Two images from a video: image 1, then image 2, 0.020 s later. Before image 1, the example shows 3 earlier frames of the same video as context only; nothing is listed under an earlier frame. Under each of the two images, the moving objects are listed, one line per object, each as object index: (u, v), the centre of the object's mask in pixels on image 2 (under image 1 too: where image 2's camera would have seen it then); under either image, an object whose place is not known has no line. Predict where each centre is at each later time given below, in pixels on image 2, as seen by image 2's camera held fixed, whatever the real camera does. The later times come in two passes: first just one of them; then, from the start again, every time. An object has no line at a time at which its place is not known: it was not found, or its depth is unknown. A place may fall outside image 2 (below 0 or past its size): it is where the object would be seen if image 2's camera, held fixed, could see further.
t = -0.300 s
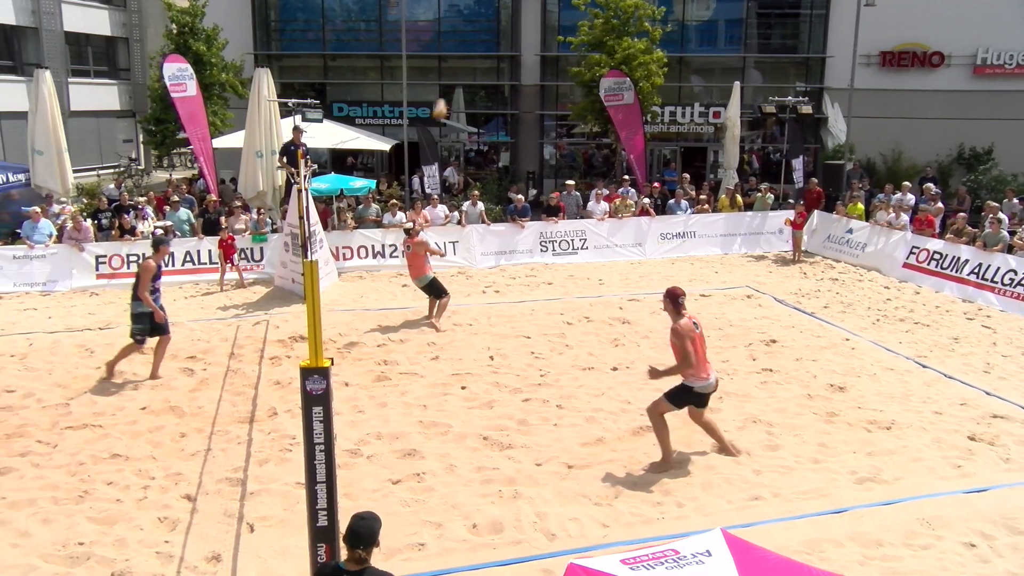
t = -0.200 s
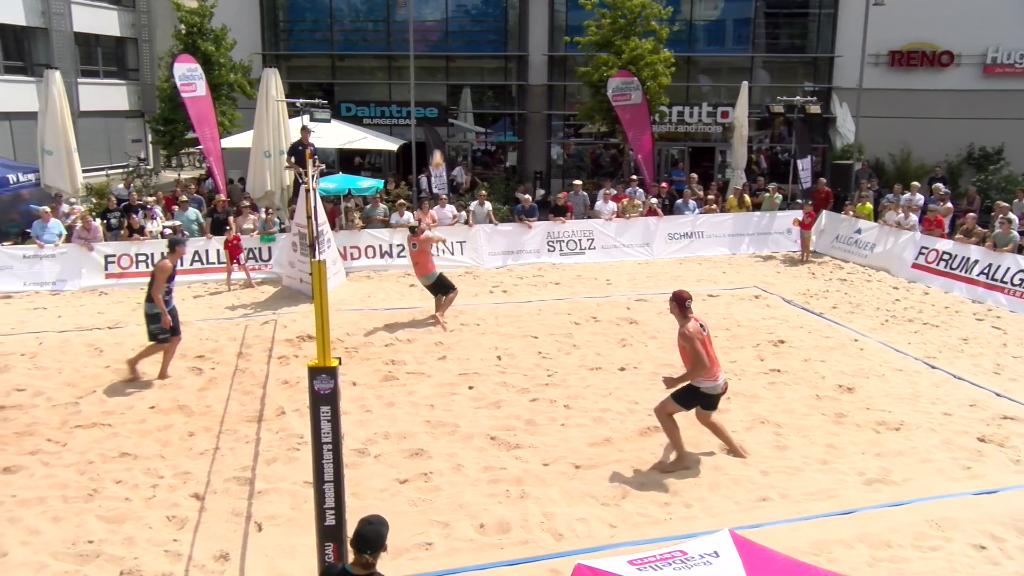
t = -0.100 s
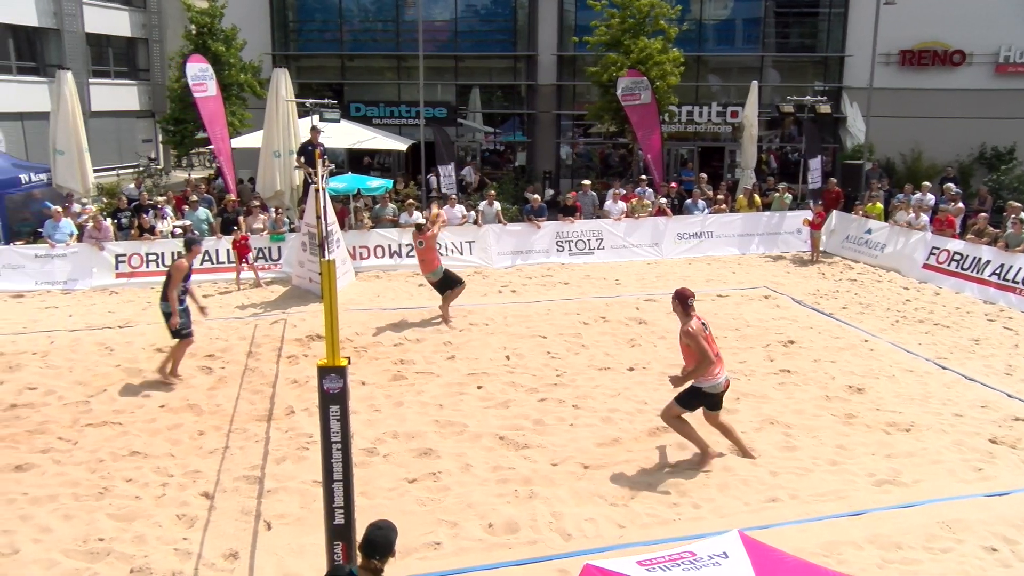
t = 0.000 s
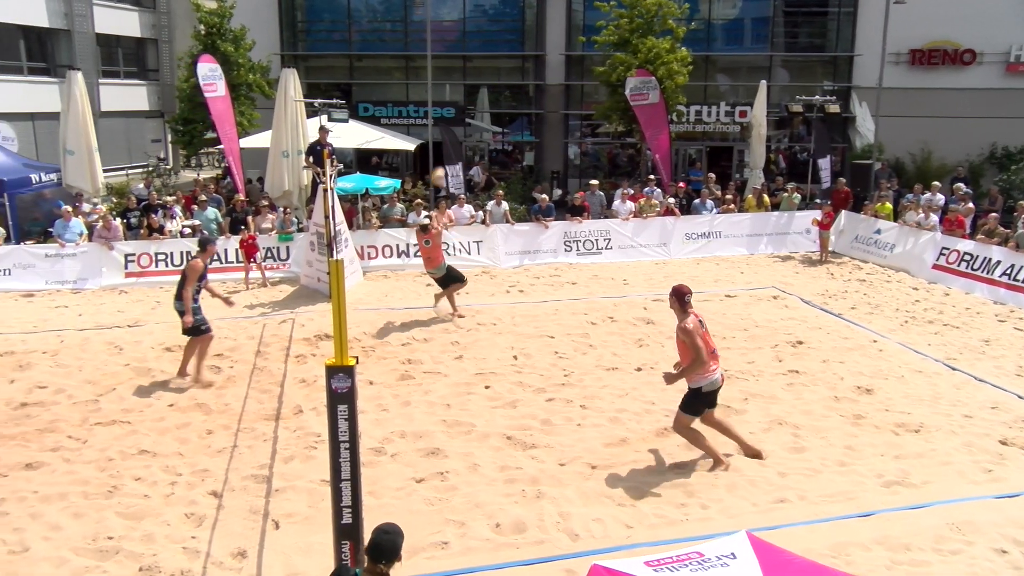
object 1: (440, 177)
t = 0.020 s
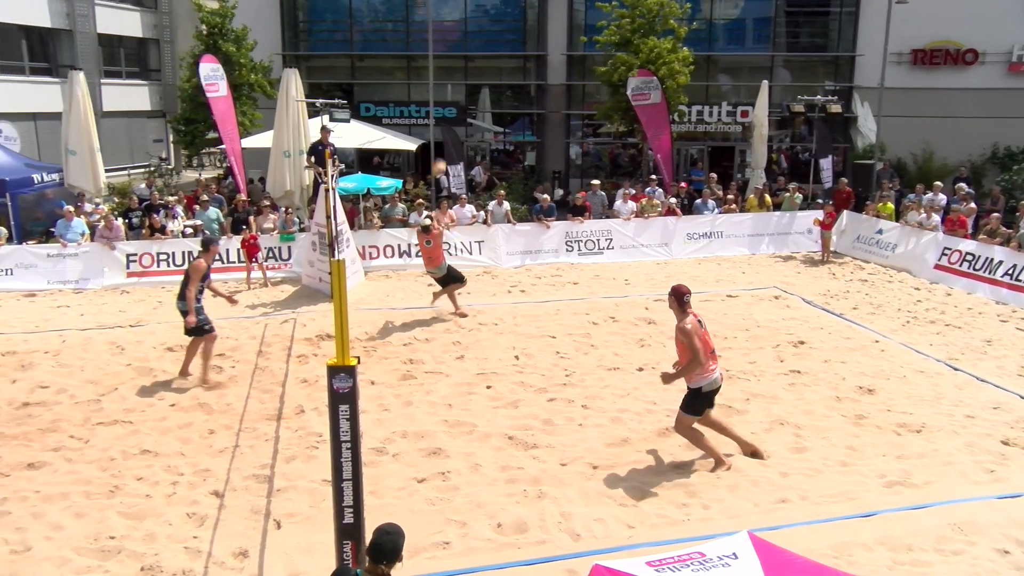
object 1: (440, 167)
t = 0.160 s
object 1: (434, 115)
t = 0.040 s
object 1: (438, 160)
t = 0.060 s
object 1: (437, 152)
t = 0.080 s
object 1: (437, 144)
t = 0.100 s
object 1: (436, 136)
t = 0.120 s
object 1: (435, 129)
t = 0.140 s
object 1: (434, 121)
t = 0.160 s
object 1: (434, 115)
